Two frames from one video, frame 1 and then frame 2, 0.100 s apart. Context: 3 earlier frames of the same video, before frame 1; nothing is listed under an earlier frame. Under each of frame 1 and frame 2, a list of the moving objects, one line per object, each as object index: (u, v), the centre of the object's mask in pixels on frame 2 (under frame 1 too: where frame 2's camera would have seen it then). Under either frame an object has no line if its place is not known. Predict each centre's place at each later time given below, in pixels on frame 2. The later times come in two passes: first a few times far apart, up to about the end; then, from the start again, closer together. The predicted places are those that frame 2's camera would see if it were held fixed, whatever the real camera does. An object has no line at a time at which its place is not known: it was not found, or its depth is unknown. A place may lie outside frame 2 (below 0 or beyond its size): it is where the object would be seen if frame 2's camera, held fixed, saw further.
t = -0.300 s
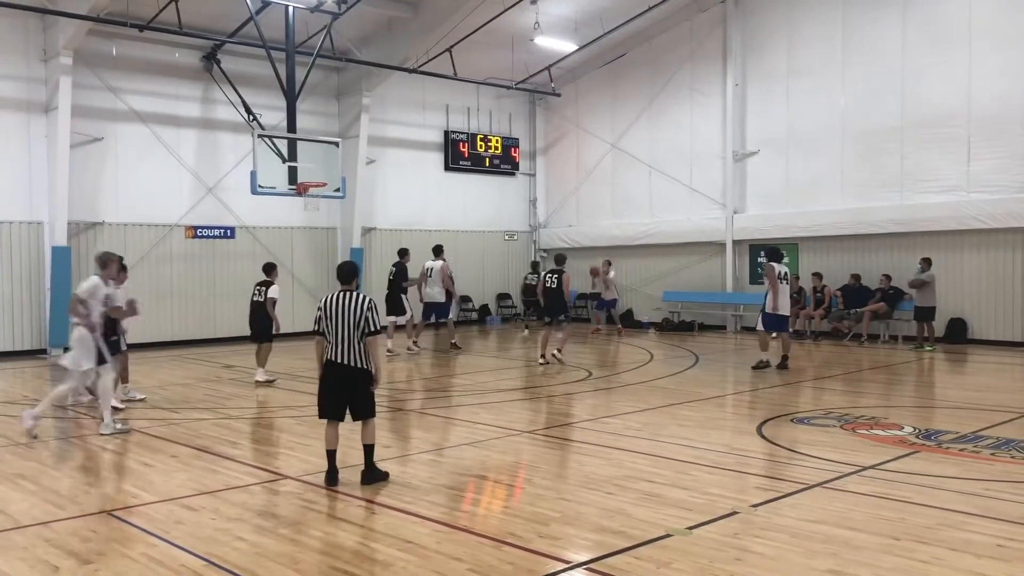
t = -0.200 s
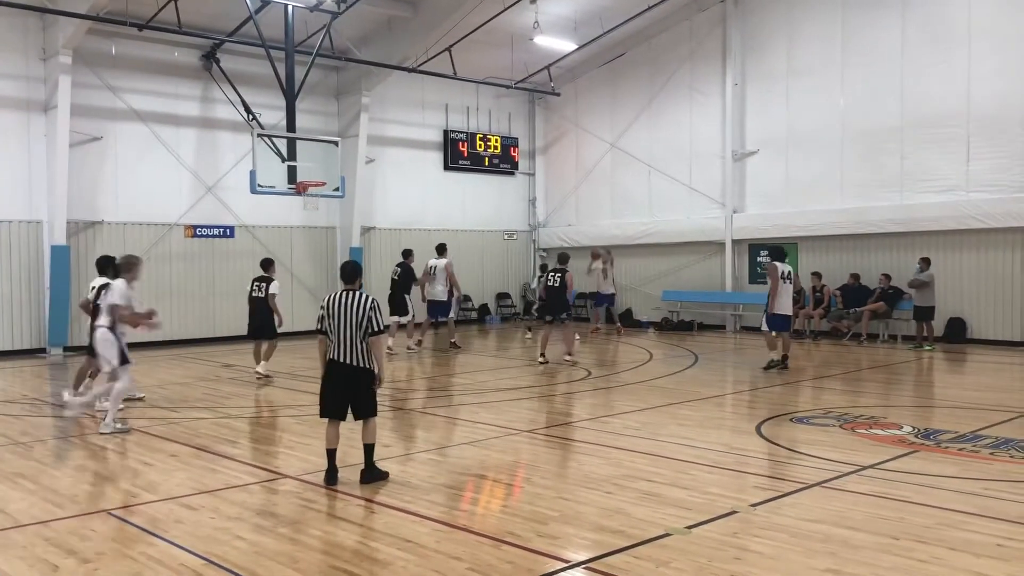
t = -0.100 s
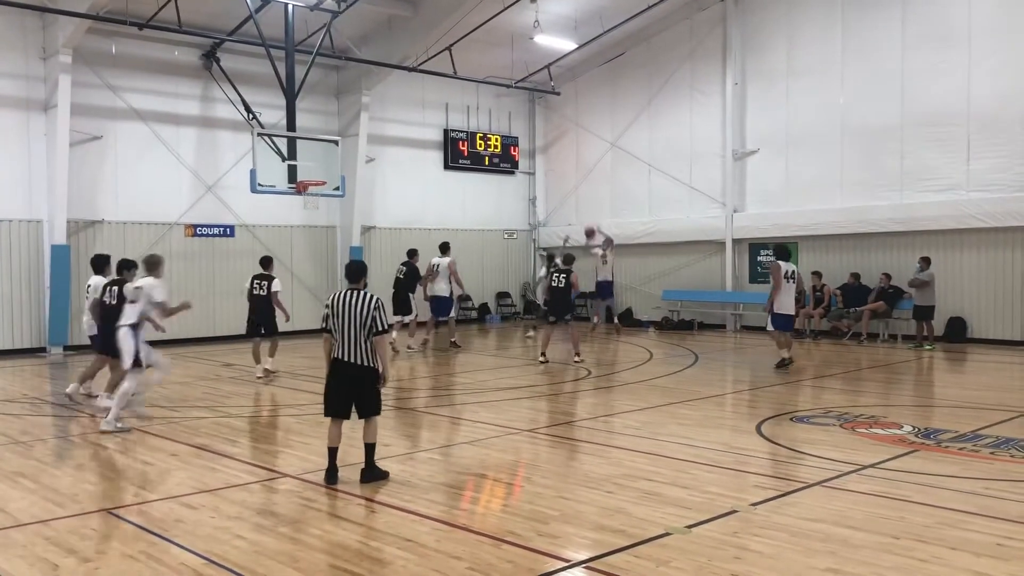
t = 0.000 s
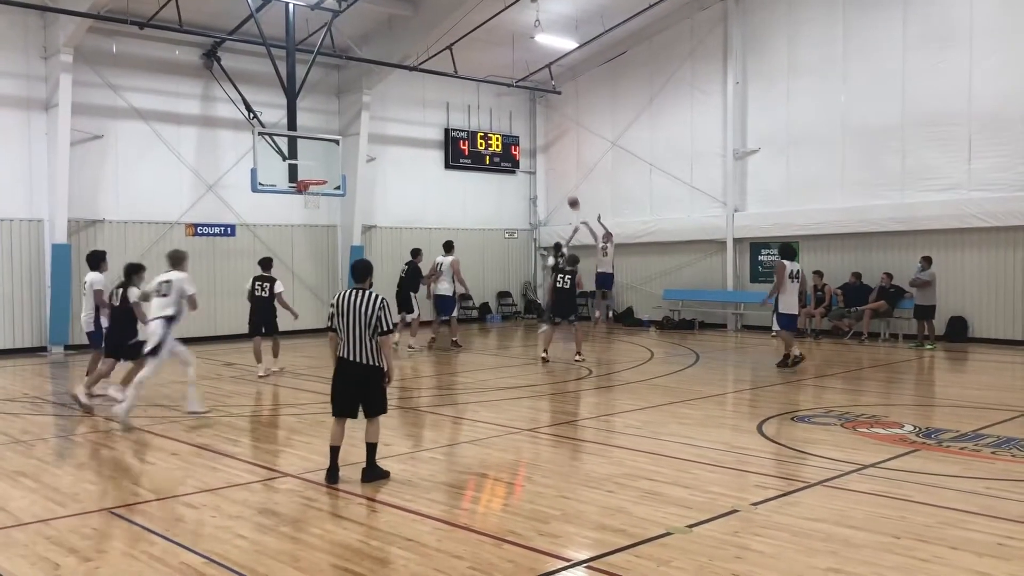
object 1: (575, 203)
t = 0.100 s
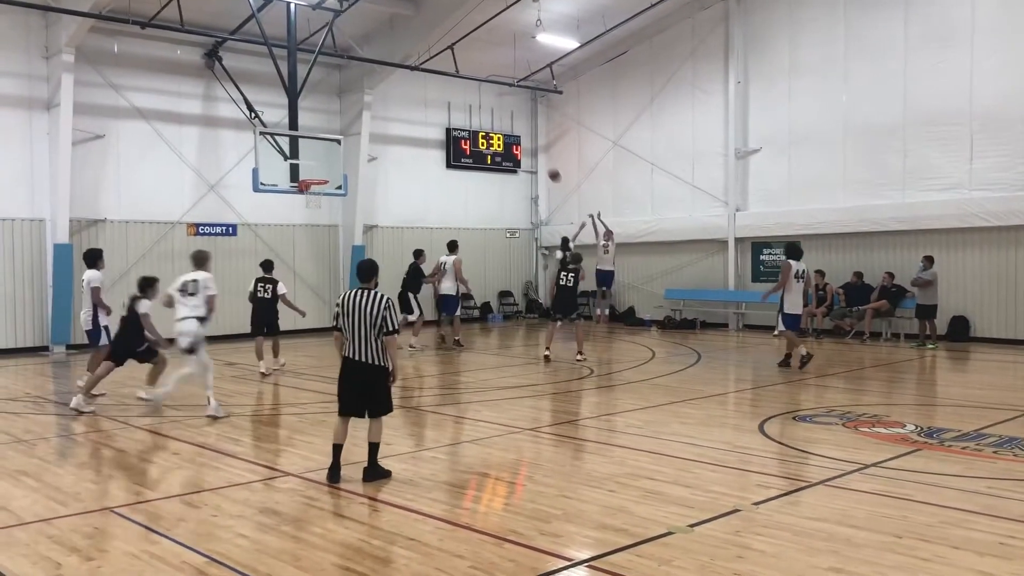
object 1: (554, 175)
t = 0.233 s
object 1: (526, 146)
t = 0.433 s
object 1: (482, 116)
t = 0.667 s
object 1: (430, 105)
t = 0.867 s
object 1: (384, 117)
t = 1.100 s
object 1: (327, 159)
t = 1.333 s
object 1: (292, 141)
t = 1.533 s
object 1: (273, 117)
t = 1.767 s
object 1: (248, 117)
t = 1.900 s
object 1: (234, 131)
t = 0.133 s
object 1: (547, 167)
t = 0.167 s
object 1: (540, 160)
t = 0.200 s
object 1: (533, 152)
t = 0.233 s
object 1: (526, 146)
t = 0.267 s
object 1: (522, 139)
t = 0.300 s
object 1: (512, 132)
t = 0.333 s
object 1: (505, 128)
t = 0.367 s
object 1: (498, 125)
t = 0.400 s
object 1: (490, 120)
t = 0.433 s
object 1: (482, 116)
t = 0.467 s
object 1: (476, 112)
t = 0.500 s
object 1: (468, 109)
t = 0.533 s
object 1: (460, 108)
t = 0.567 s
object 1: (454, 106)
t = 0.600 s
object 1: (446, 105)
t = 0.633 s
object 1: (438, 105)
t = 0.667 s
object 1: (430, 105)
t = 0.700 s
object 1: (423, 106)
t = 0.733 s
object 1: (415, 107)
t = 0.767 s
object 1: (408, 109)
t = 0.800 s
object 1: (400, 111)
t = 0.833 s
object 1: (392, 114)
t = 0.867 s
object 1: (384, 117)
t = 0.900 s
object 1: (376, 122)
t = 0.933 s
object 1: (368, 126)
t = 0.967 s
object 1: (360, 132)
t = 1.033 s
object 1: (344, 145)
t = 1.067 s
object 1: (335, 152)
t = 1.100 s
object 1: (327, 159)
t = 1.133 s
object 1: (319, 168)
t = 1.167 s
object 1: (311, 176)
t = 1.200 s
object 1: (307, 169)
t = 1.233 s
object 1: (305, 162)
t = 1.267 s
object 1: (301, 154)
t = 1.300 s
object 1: (298, 147)
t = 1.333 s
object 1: (292, 141)
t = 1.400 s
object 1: (286, 131)
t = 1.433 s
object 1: (283, 126)
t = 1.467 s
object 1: (280, 122)
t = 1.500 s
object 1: (276, 119)
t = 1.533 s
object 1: (273, 117)
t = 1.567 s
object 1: (269, 116)
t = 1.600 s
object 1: (265, 114)
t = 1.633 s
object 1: (262, 113)
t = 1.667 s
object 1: (259, 114)
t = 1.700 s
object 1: (256, 114)
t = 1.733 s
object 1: (252, 115)
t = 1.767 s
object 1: (248, 117)
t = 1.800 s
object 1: (245, 119)
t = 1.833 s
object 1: (241, 123)
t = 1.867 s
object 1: (237, 126)
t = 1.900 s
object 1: (234, 131)
